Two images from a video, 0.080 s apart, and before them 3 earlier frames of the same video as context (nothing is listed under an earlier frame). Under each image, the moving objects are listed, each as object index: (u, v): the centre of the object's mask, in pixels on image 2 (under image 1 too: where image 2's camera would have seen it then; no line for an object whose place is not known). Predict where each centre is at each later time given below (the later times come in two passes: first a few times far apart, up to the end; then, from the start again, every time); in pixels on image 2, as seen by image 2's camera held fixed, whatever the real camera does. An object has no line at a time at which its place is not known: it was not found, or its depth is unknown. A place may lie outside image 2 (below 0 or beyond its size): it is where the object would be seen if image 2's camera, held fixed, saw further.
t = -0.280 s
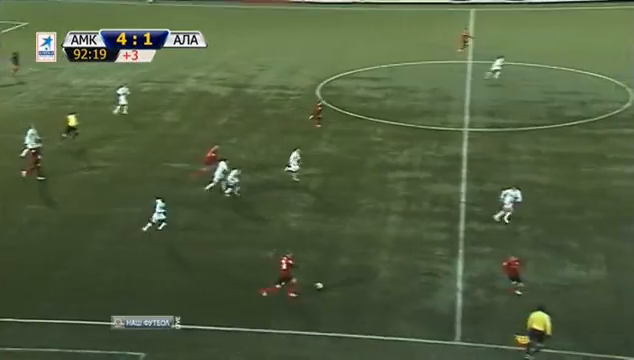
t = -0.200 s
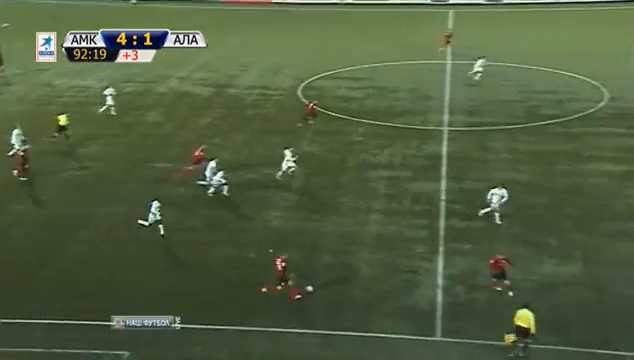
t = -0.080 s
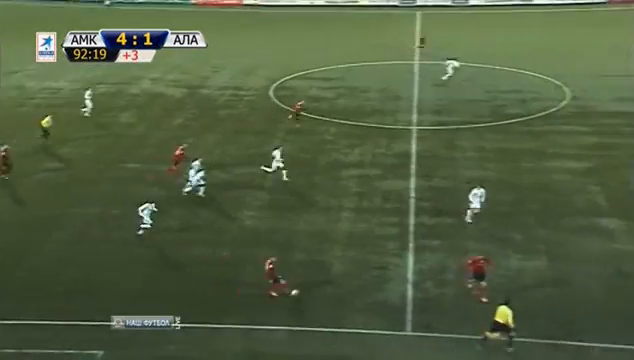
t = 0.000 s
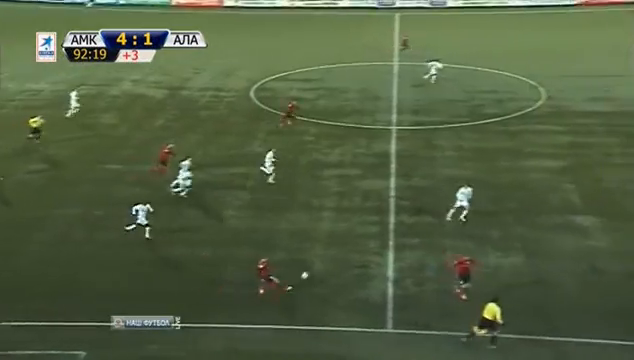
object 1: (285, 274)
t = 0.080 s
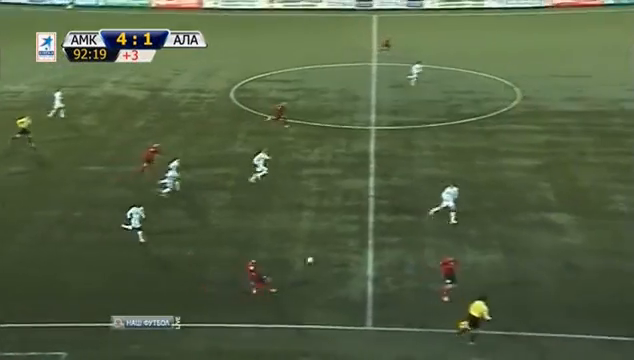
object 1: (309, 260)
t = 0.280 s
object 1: (358, 228)
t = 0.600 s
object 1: (408, 193)
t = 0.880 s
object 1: (434, 172)
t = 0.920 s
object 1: (437, 170)
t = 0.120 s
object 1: (321, 252)
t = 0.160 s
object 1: (331, 246)
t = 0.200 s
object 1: (340, 240)
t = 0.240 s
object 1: (349, 235)
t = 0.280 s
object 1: (358, 228)
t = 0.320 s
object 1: (365, 224)
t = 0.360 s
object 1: (373, 220)
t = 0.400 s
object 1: (380, 215)
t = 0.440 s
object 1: (386, 209)
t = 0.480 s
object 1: (392, 205)
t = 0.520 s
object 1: (398, 201)
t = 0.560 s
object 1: (404, 197)
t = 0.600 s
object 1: (408, 193)
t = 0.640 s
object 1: (413, 190)
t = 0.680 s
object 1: (417, 186)
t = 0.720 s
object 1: (421, 183)
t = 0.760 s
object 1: (425, 181)
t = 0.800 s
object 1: (429, 178)
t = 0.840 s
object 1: (432, 175)
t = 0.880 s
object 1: (434, 172)
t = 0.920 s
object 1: (437, 170)
